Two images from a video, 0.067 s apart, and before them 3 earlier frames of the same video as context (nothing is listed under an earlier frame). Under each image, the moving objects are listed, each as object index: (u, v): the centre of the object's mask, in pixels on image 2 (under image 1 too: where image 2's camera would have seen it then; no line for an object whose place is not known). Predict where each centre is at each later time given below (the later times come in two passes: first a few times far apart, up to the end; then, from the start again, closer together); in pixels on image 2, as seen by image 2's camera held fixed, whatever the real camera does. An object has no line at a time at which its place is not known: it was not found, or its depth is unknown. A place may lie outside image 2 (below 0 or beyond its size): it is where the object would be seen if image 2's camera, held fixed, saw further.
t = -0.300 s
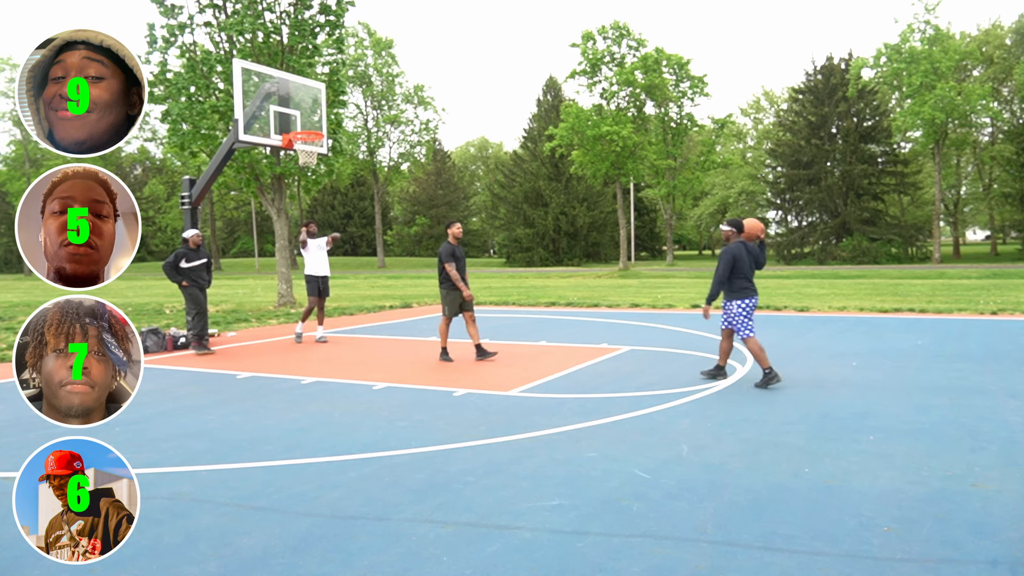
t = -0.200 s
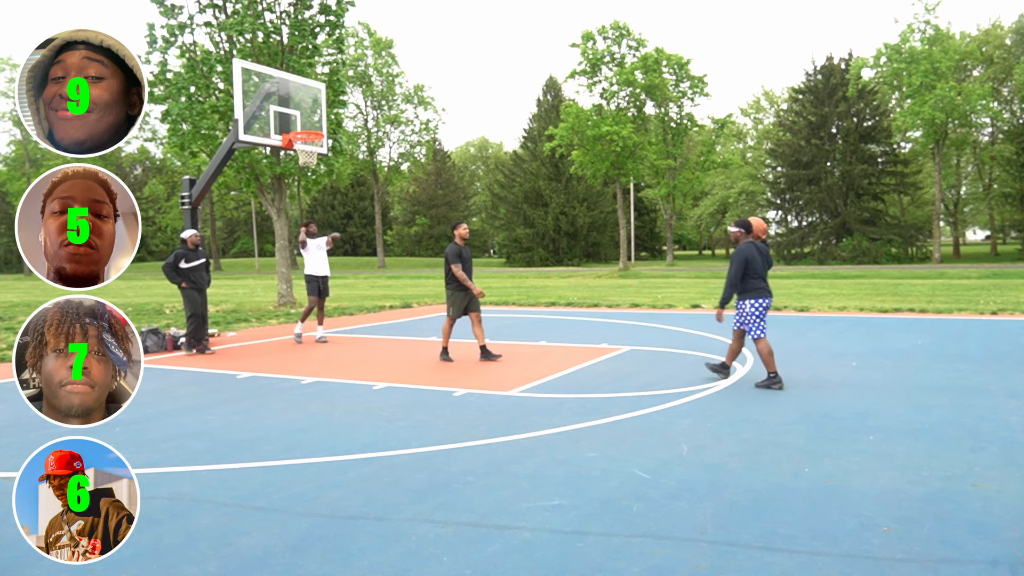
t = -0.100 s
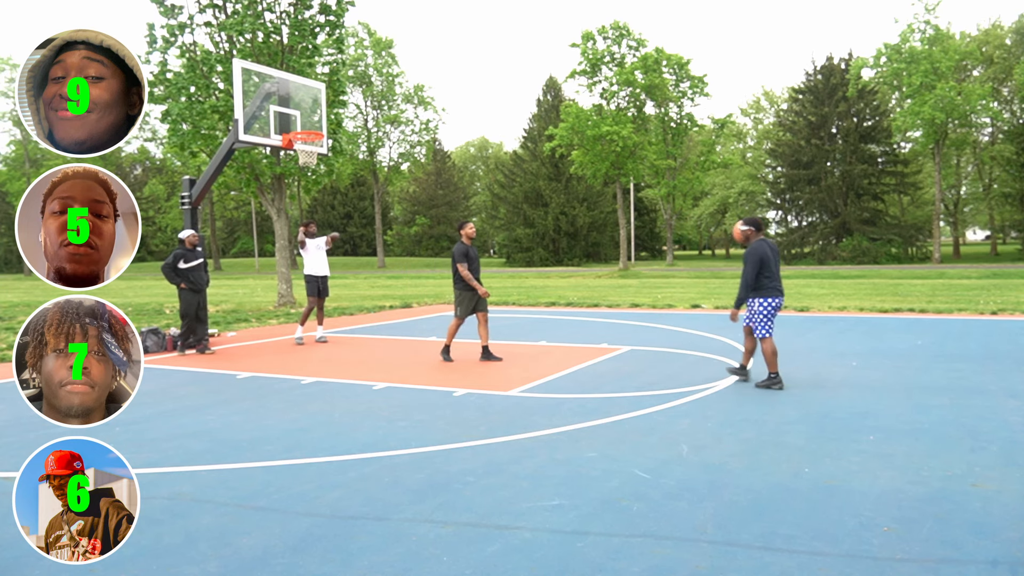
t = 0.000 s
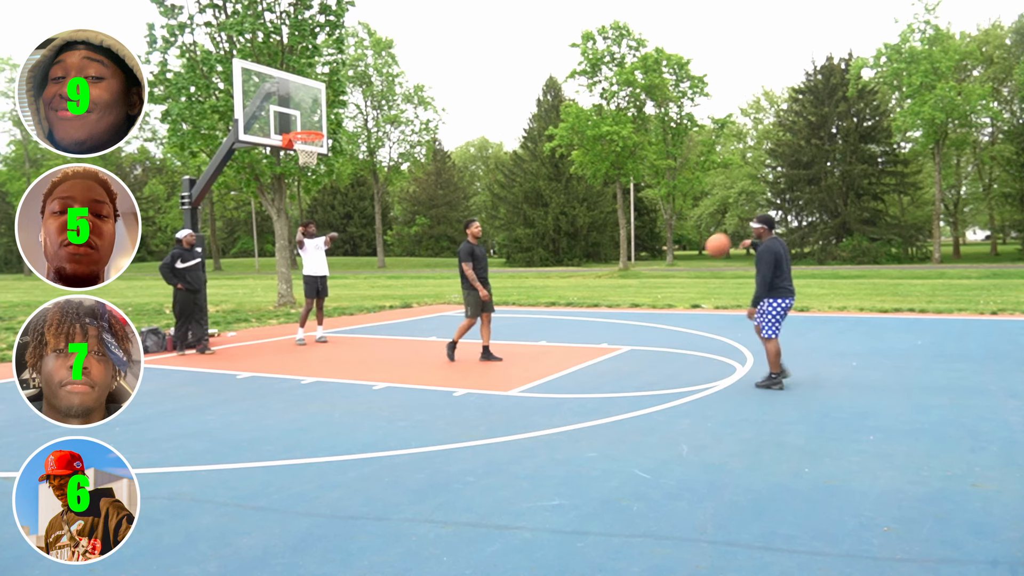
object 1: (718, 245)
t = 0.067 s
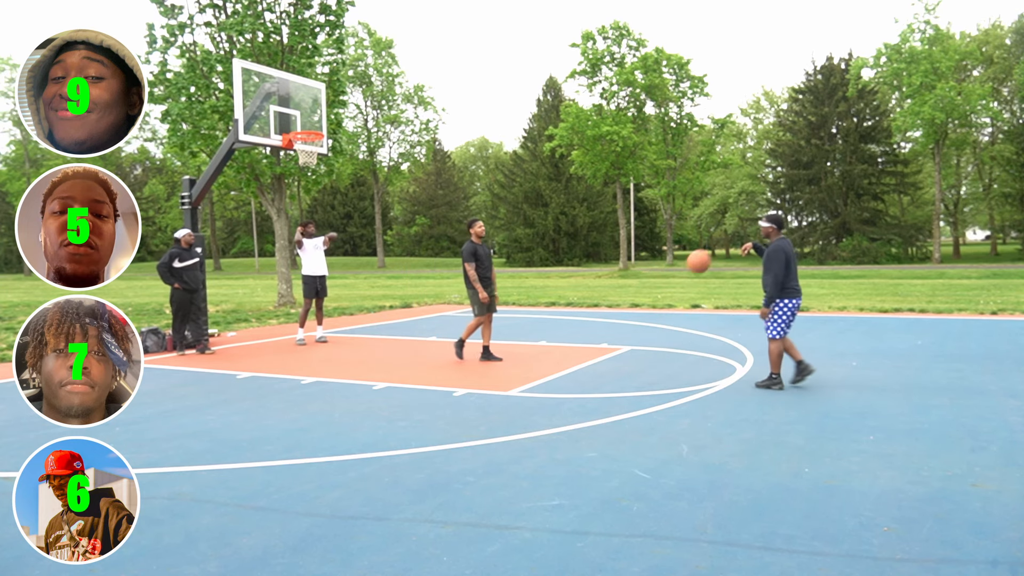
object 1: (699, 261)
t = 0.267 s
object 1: (645, 331)
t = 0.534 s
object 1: (604, 298)
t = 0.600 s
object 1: (597, 284)
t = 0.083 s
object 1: (694, 266)
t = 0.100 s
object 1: (689, 270)
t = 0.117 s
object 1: (685, 276)
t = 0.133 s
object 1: (680, 281)
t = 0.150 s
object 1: (675, 286)
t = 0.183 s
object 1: (667, 298)
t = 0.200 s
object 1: (662, 304)
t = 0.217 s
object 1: (658, 311)
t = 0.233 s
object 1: (654, 318)
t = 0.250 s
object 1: (649, 325)
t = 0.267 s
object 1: (645, 331)
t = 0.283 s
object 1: (641, 338)
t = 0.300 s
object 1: (637, 345)
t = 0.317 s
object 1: (632, 354)
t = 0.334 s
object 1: (628, 361)
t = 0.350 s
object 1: (626, 358)
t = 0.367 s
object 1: (624, 350)
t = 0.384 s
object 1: (622, 343)
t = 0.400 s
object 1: (620, 337)
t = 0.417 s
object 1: (618, 332)
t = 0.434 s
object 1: (616, 327)
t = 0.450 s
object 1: (614, 322)
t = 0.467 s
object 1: (612, 316)
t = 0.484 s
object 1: (610, 311)
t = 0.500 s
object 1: (608, 307)
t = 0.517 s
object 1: (606, 302)
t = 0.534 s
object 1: (604, 298)
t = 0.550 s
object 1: (602, 294)
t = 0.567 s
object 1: (601, 291)
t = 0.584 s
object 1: (599, 287)
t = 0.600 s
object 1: (597, 284)
